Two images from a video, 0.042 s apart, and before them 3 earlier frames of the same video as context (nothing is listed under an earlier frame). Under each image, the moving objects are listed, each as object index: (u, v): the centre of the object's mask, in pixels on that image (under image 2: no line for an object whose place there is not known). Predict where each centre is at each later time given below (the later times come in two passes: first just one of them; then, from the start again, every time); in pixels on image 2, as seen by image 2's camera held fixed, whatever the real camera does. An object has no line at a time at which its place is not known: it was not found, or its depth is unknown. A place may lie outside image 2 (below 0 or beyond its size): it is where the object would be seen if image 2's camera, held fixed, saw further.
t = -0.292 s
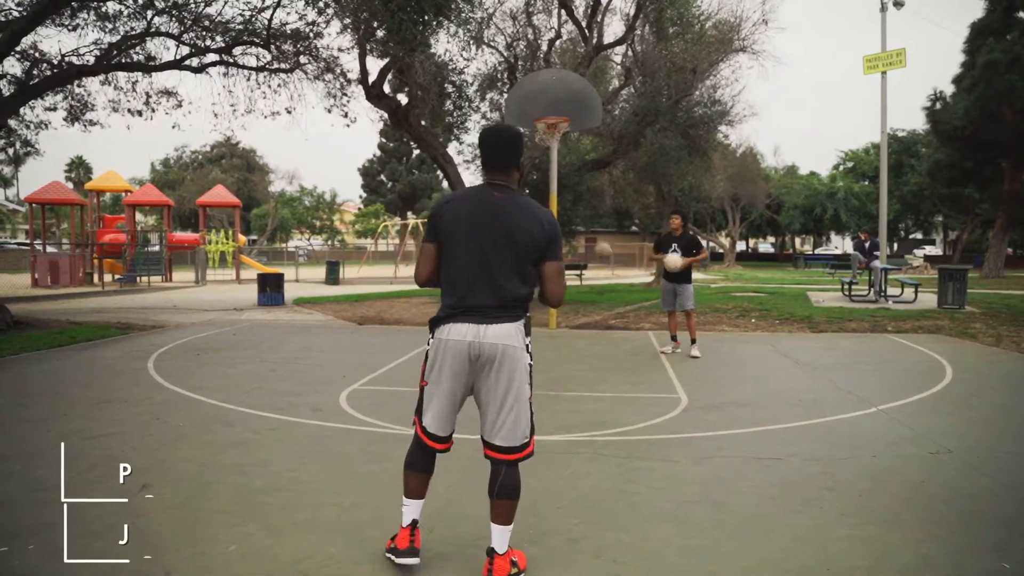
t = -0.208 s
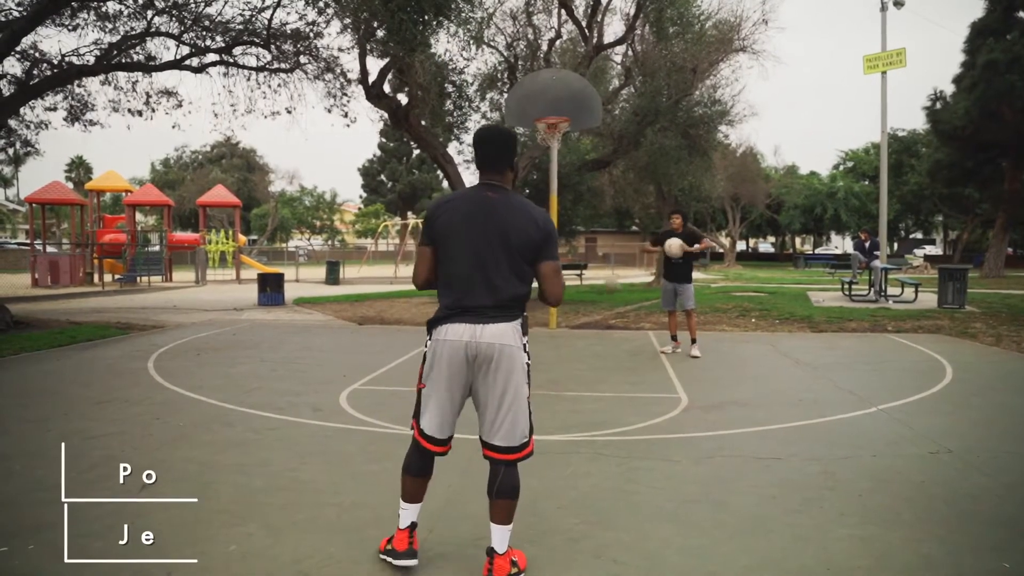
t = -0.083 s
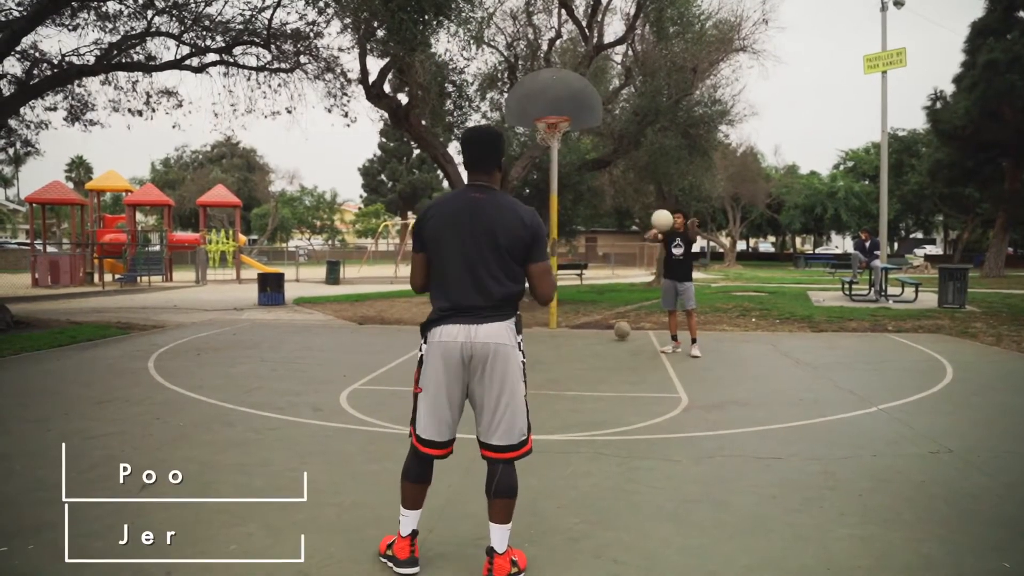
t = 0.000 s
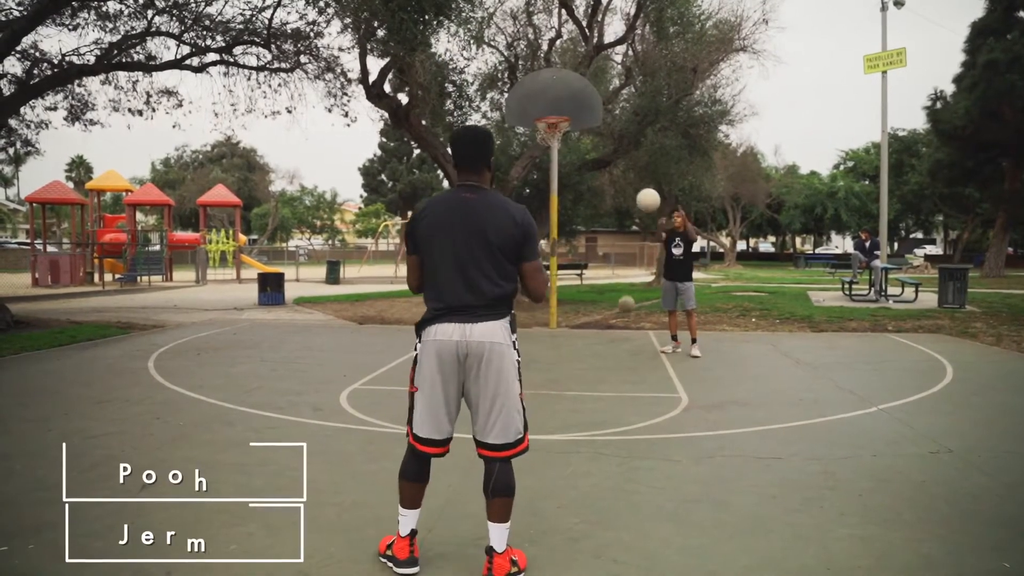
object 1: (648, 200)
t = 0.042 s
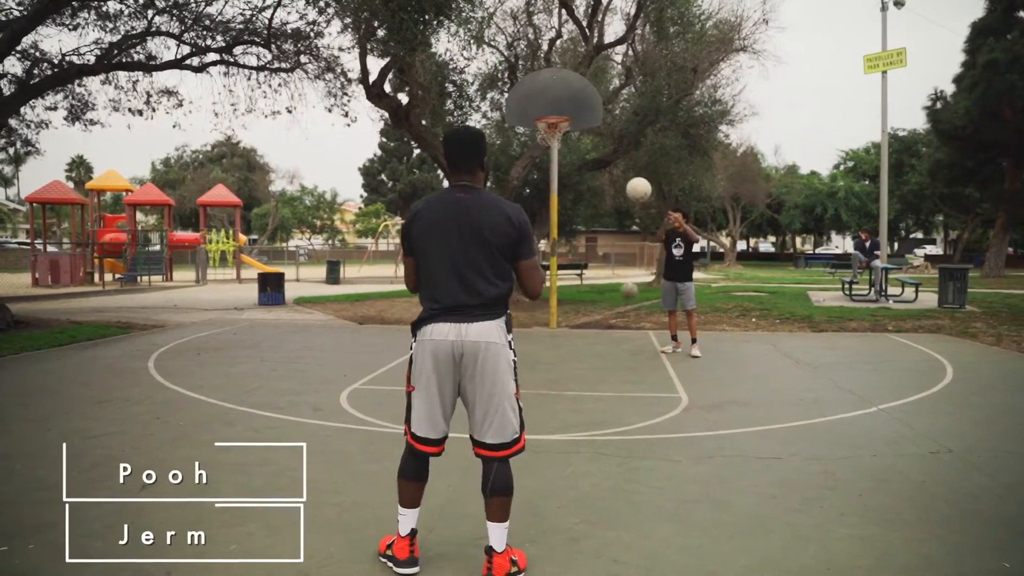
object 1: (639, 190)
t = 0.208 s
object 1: (597, 166)
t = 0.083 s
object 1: (631, 183)
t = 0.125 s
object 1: (620, 175)
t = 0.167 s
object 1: (612, 171)
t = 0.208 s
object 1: (597, 166)
